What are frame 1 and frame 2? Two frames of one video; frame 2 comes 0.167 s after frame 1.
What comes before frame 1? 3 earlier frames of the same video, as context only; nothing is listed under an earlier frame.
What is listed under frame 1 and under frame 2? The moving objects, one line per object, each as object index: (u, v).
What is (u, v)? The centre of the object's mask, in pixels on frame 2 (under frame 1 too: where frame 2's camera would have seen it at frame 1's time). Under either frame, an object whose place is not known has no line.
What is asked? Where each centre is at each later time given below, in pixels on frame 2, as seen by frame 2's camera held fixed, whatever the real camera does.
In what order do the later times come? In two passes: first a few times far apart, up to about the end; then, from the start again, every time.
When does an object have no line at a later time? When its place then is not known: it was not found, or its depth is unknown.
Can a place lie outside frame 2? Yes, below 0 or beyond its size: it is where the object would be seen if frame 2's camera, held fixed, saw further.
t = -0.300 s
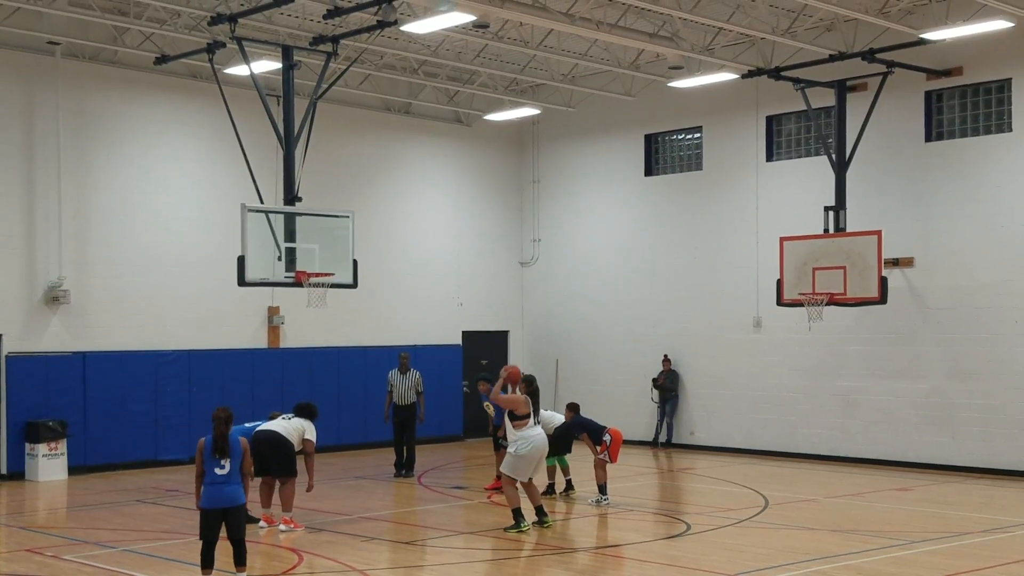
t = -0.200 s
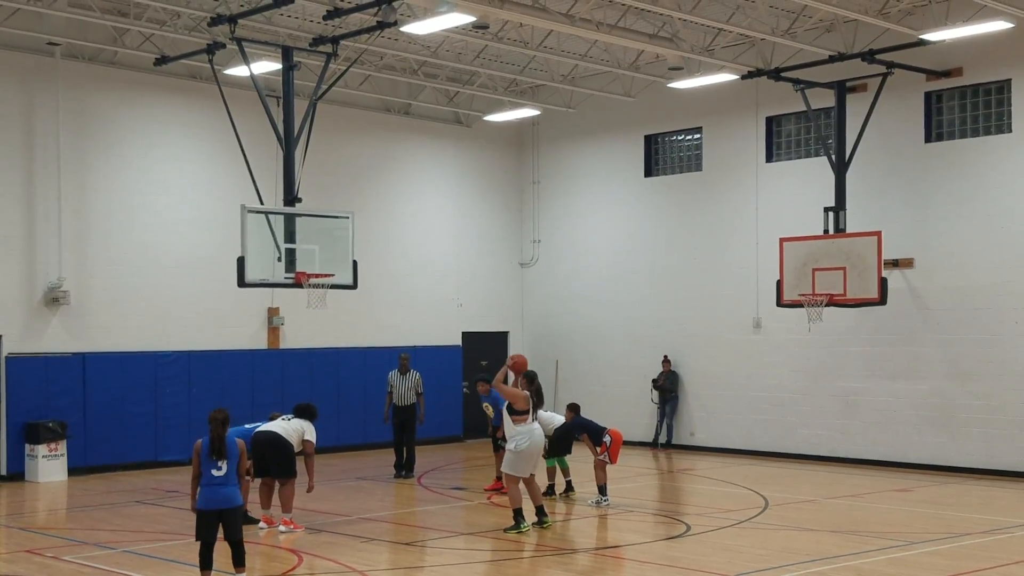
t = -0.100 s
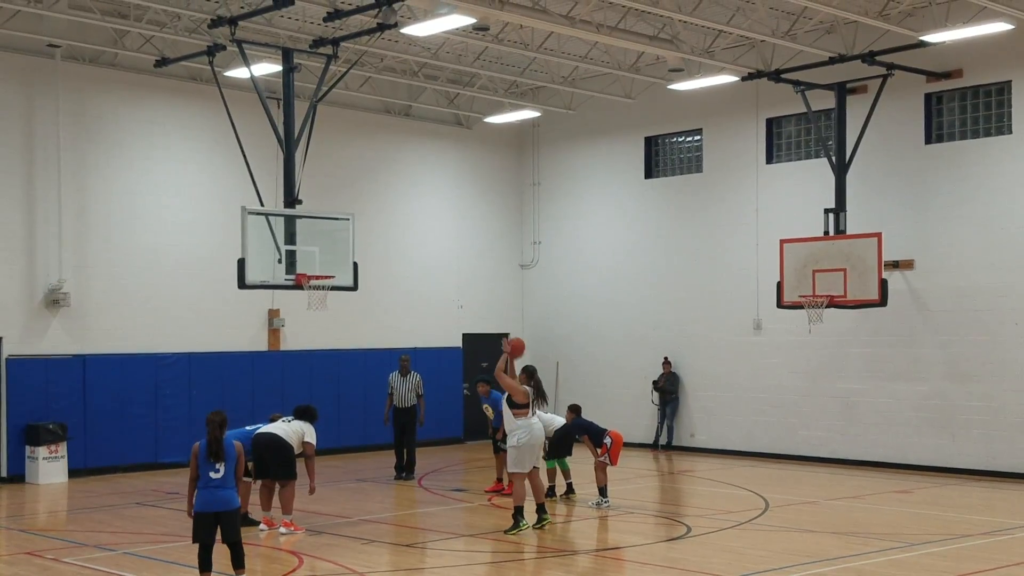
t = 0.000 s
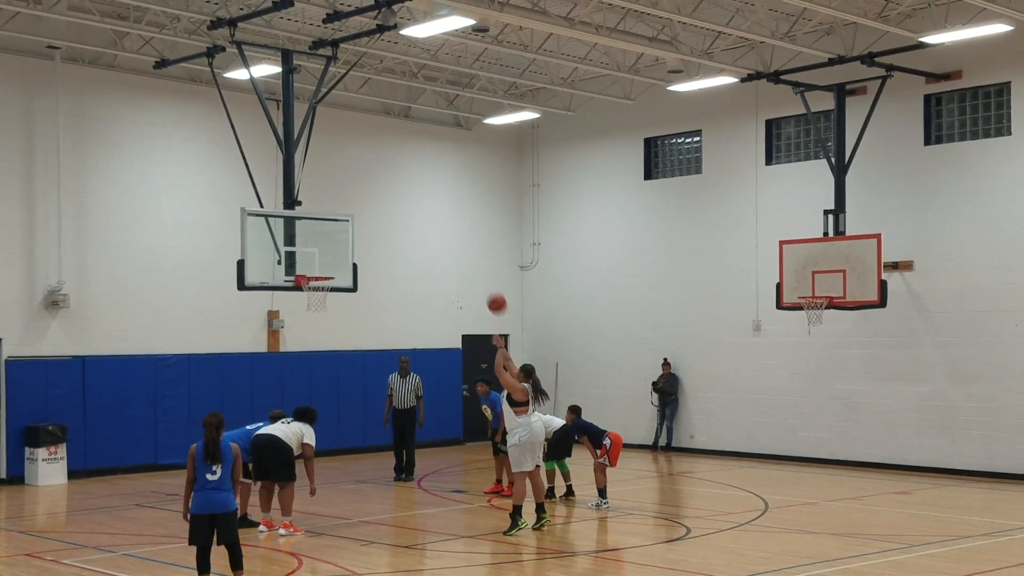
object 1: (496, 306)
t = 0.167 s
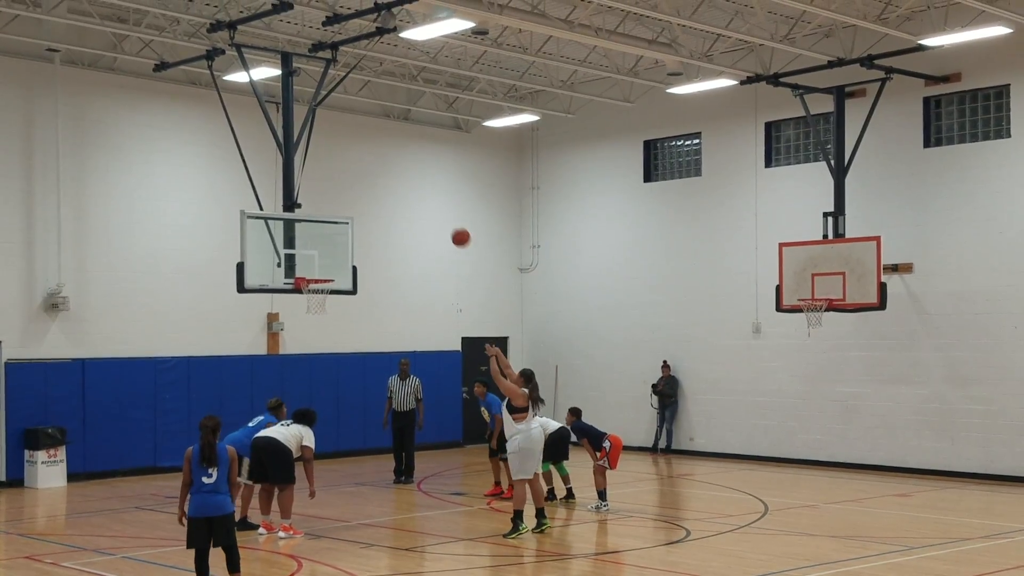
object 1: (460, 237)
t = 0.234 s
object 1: (447, 217)
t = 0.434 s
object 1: (408, 179)
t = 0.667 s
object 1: (367, 173)
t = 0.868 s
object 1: (334, 199)
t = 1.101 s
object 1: (299, 263)
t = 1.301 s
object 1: (281, 257)
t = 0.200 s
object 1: (454, 226)
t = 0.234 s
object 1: (447, 217)
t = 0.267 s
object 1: (440, 208)
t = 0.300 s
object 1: (434, 201)
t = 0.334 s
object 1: (427, 194)
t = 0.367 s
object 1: (421, 188)
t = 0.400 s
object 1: (415, 183)
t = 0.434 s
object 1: (408, 179)
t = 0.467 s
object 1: (402, 176)
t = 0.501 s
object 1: (396, 173)
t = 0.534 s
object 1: (390, 171)
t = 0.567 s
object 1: (384, 171)
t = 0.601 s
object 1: (378, 171)
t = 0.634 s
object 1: (373, 171)
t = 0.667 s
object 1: (367, 173)
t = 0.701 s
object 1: (361, 175)
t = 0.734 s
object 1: (356, 178)
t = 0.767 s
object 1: (350, 182)
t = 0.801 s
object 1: (345, 187)
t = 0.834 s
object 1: (340, 193)
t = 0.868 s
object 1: (334, 199)
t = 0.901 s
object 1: (329, 206)
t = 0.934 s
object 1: (324, 214)
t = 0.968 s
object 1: (319, 222)
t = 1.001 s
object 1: (314, 232)
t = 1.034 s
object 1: (309, 241)
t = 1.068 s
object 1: (304, 252)
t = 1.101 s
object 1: (299, 263)
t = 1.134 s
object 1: (294, 271)
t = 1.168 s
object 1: (287, 267)
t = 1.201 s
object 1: (282, 264)
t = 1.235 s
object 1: (282, 261)
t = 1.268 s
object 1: (282, 259)
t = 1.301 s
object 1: (281, 257)
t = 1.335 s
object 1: (281, 256)
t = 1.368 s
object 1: (281, 256)
